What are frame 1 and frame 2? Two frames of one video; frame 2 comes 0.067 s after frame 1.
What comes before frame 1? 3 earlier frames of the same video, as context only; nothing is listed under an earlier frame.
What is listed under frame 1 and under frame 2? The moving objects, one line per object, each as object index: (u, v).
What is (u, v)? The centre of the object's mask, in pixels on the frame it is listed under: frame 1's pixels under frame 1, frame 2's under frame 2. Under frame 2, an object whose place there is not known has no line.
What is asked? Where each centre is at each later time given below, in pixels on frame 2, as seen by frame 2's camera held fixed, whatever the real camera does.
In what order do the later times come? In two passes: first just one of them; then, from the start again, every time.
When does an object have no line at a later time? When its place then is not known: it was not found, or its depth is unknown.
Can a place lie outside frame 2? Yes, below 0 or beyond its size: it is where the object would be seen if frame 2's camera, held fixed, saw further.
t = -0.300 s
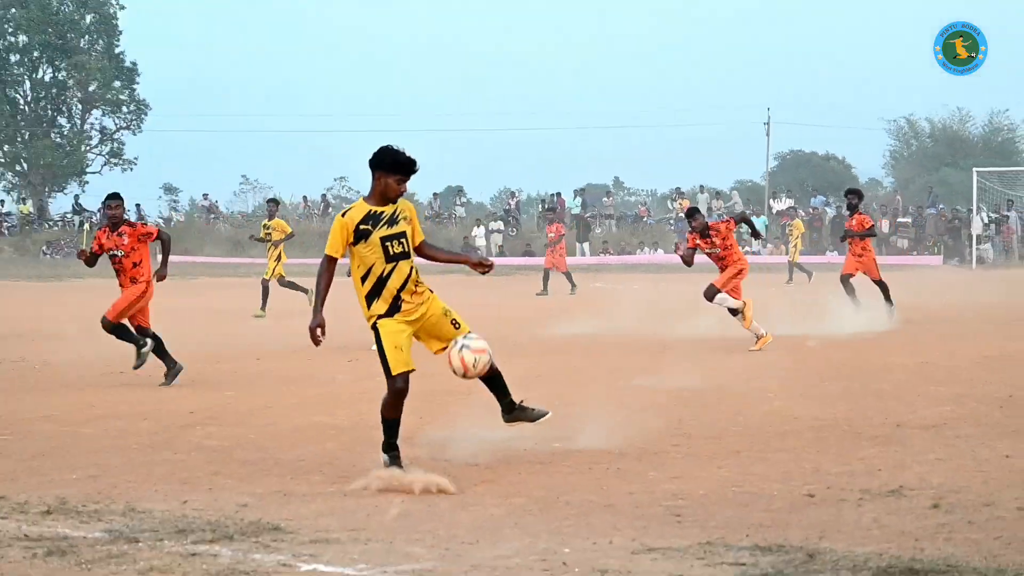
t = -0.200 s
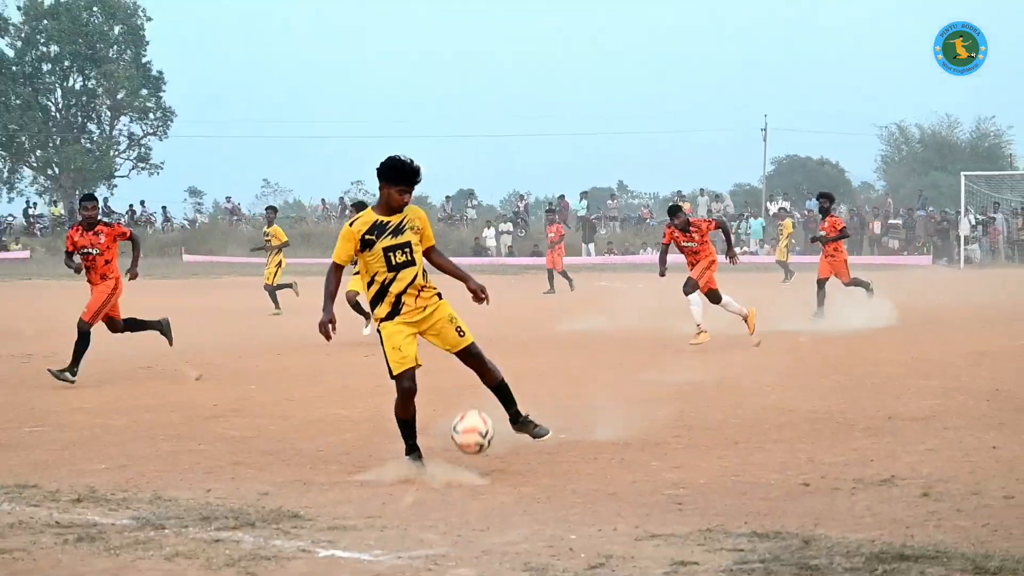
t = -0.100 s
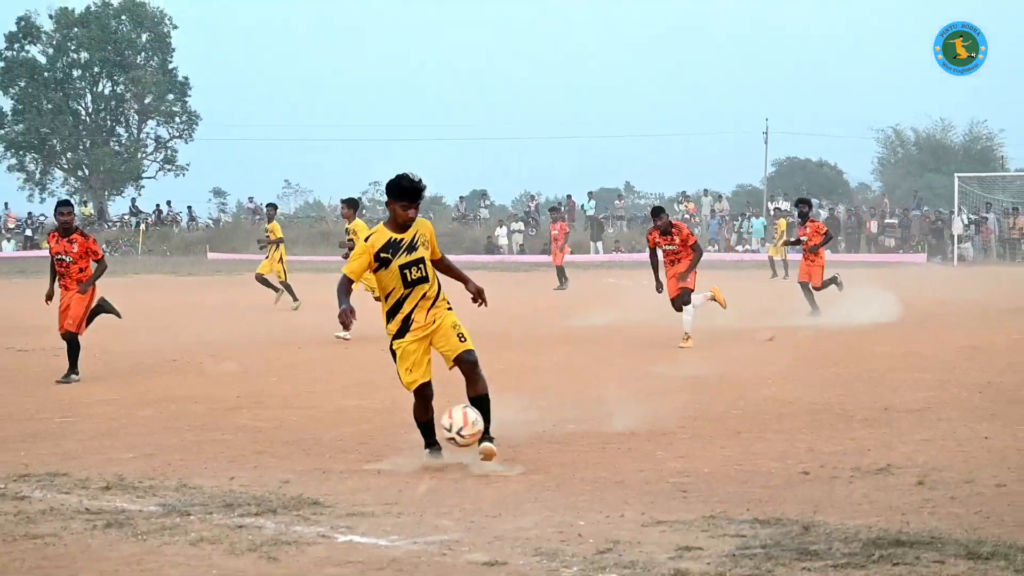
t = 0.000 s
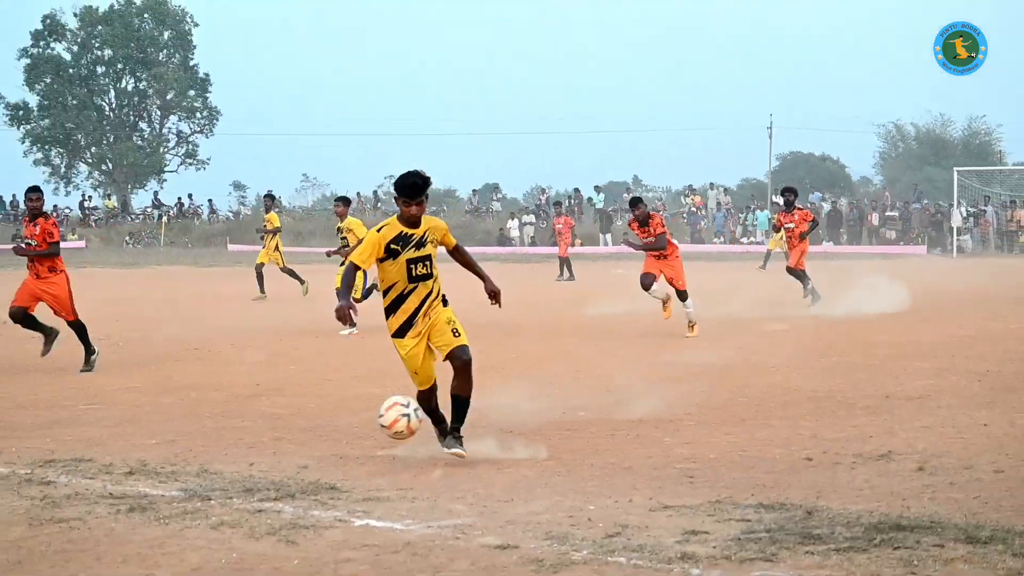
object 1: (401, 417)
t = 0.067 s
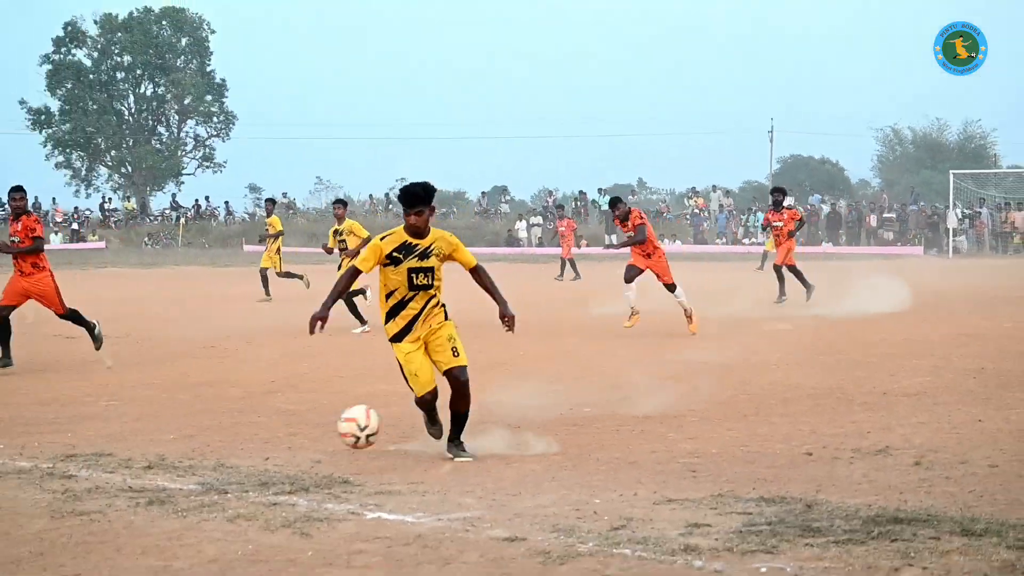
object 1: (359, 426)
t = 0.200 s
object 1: (270, 447)
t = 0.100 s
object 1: (334, 431)
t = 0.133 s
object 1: (308, 444)
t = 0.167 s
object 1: (285, 452)
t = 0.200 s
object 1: (270, 447)
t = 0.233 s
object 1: (253, 445)
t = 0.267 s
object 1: (237, 445)
